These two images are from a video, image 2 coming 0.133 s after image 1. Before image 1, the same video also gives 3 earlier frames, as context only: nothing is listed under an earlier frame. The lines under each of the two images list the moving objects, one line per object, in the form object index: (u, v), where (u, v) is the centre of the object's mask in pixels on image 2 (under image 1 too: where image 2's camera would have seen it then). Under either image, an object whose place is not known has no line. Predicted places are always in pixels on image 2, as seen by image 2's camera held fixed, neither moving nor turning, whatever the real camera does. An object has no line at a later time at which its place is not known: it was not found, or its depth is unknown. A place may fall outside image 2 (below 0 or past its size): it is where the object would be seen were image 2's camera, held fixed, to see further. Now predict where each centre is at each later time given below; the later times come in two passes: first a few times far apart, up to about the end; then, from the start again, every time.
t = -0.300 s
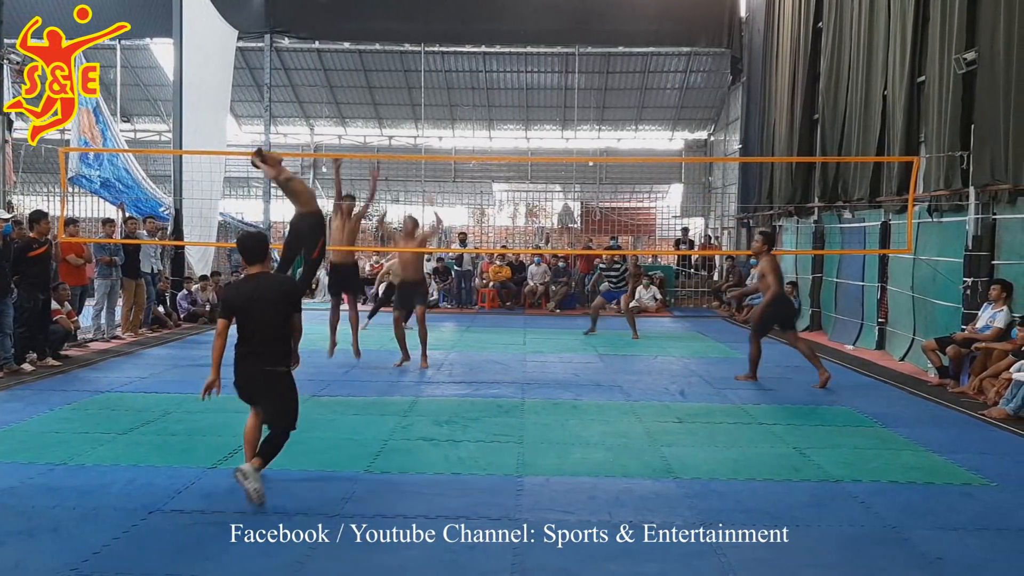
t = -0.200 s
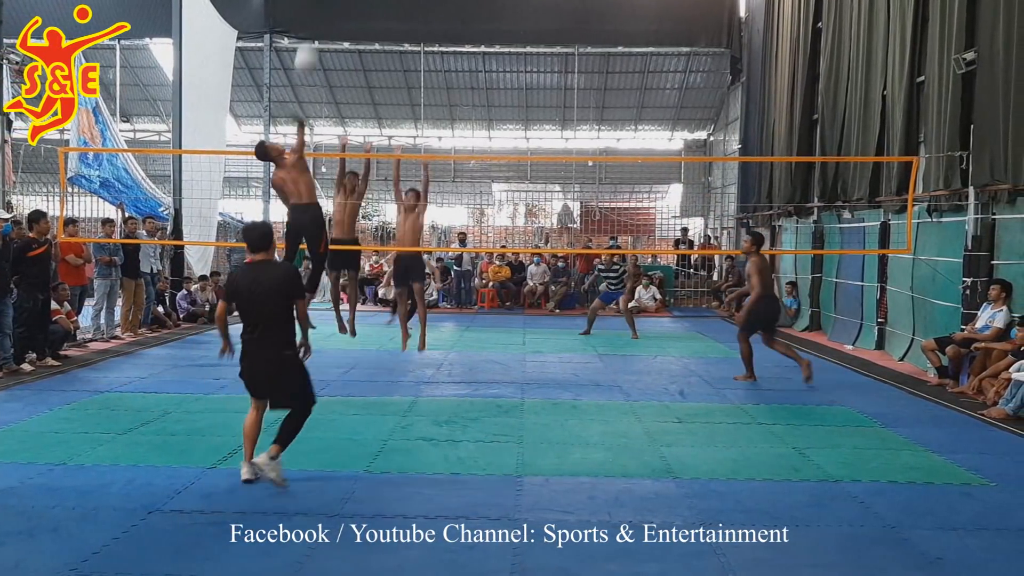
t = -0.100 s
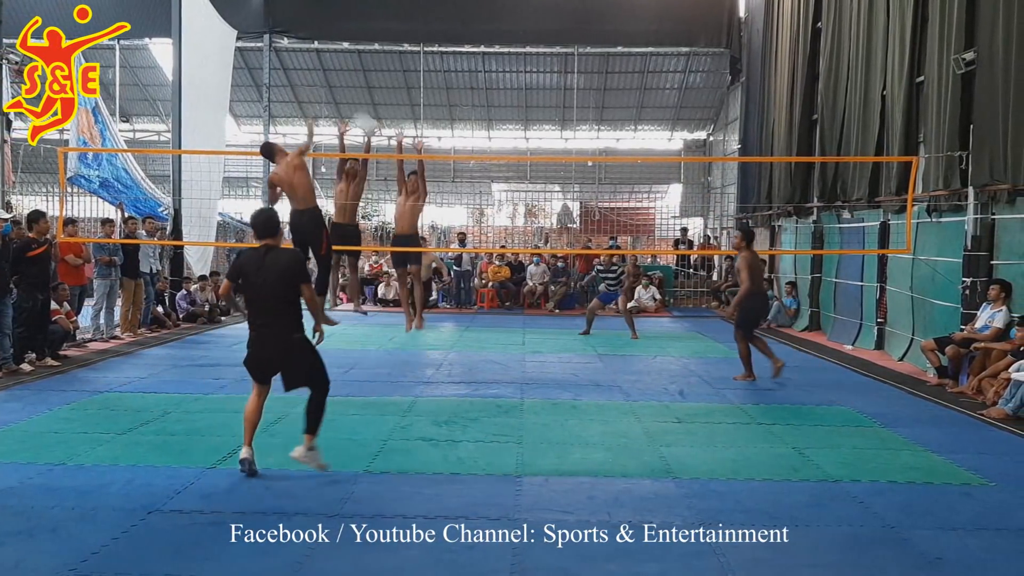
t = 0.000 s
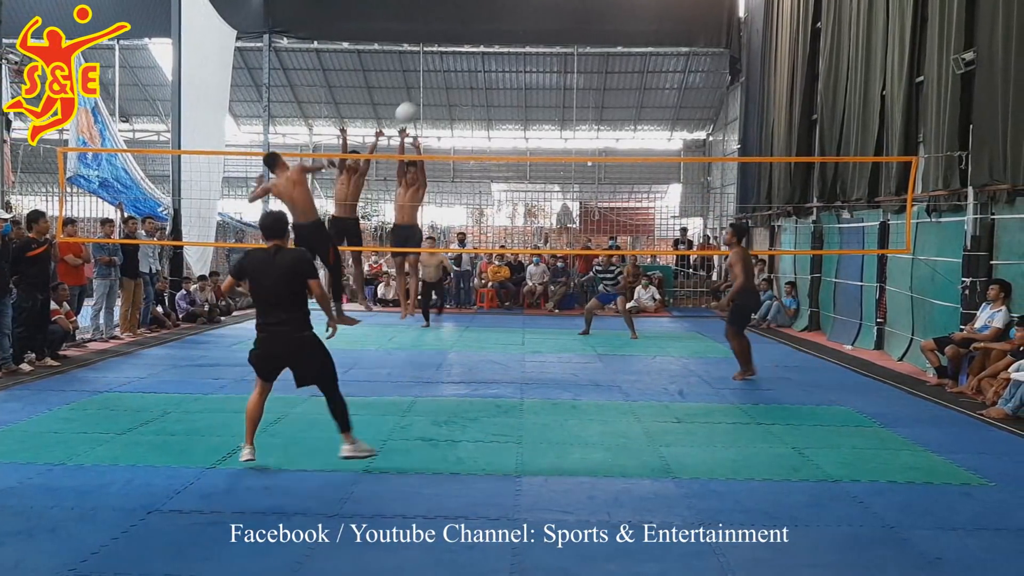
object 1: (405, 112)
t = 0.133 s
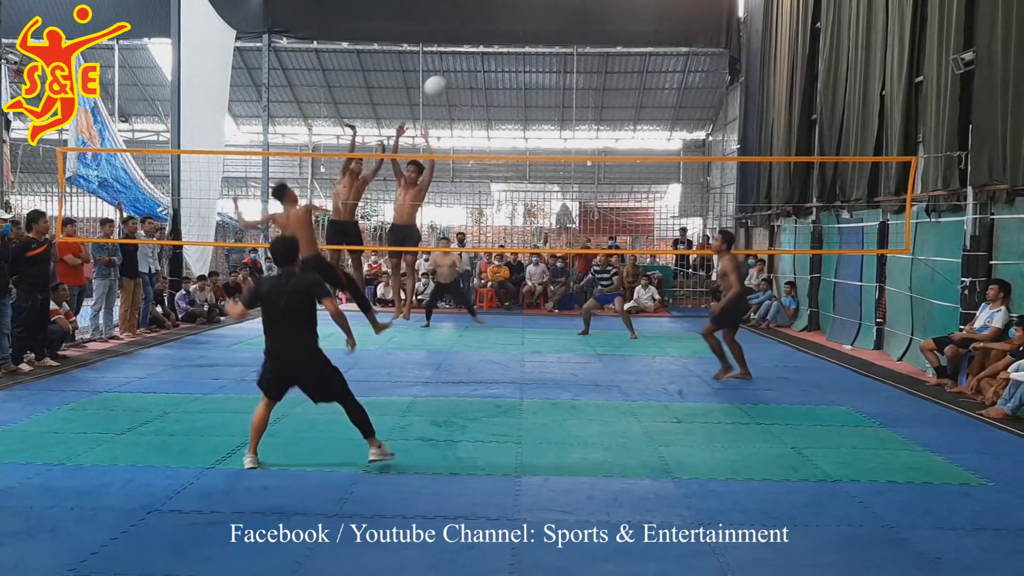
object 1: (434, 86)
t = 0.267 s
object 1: (469, 76)
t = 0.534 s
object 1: (554, 115)
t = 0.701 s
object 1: (620, 195)
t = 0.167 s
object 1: (443, 81)
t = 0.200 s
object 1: (452, 78)
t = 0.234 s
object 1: (460, 76)
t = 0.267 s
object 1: (469, 76)
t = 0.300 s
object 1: (478, 76)
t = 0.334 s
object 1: (489, 77)
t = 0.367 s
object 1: (498, 80)
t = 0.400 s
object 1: (509, 84)
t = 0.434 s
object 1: (519, 89)
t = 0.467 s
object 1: (530, 96)
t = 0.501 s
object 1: (543, 106)
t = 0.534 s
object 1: (554, 115)
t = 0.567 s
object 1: (567, 126)
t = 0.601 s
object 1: (582, 145)
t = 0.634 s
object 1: (593, 160)
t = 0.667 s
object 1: (606, 176)
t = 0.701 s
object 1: (620, 195)
